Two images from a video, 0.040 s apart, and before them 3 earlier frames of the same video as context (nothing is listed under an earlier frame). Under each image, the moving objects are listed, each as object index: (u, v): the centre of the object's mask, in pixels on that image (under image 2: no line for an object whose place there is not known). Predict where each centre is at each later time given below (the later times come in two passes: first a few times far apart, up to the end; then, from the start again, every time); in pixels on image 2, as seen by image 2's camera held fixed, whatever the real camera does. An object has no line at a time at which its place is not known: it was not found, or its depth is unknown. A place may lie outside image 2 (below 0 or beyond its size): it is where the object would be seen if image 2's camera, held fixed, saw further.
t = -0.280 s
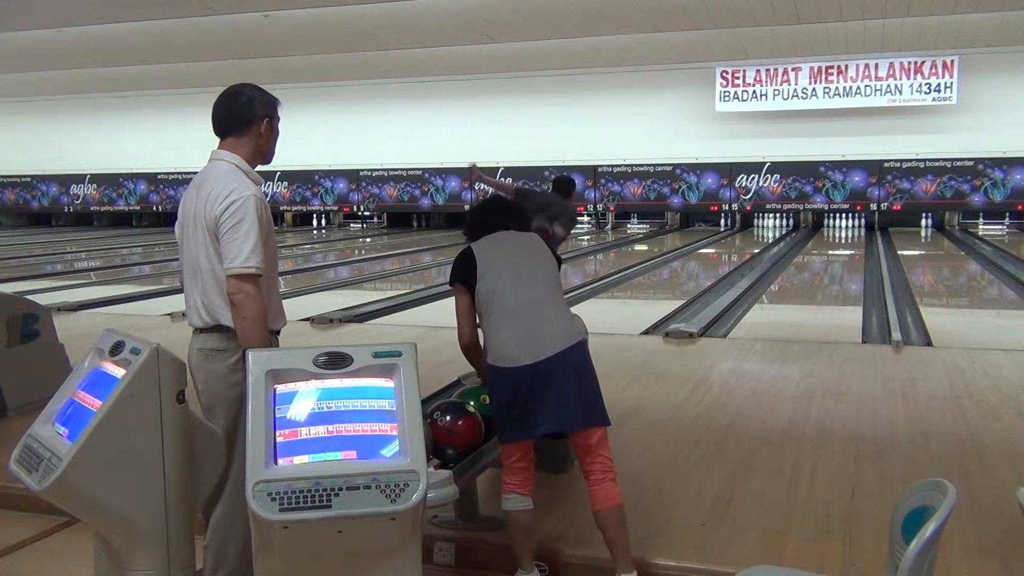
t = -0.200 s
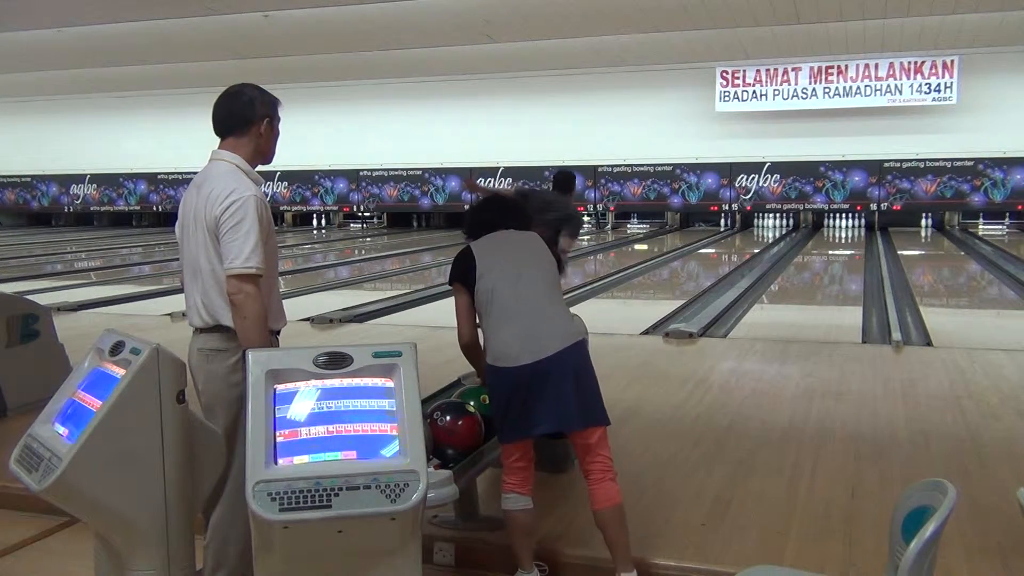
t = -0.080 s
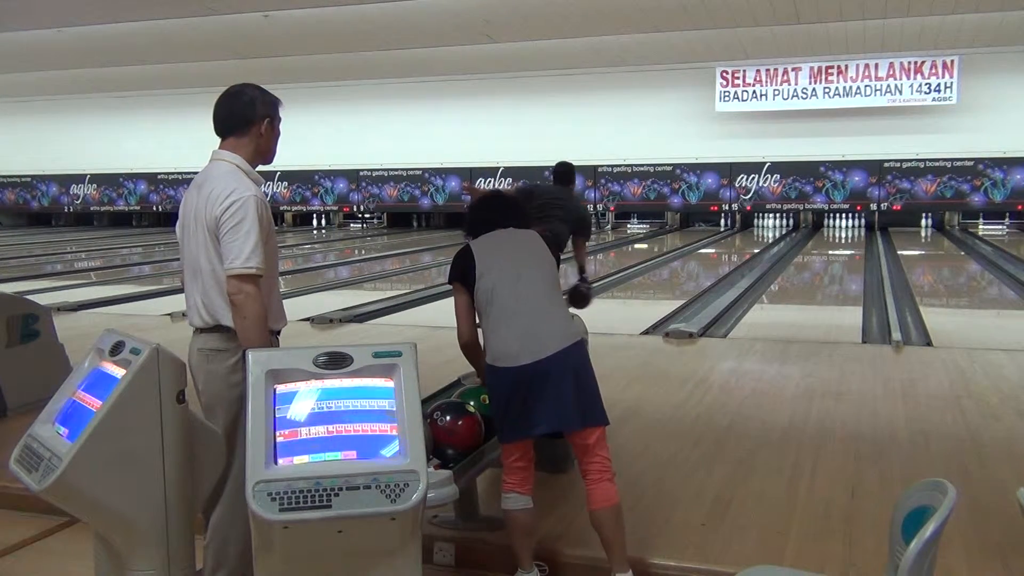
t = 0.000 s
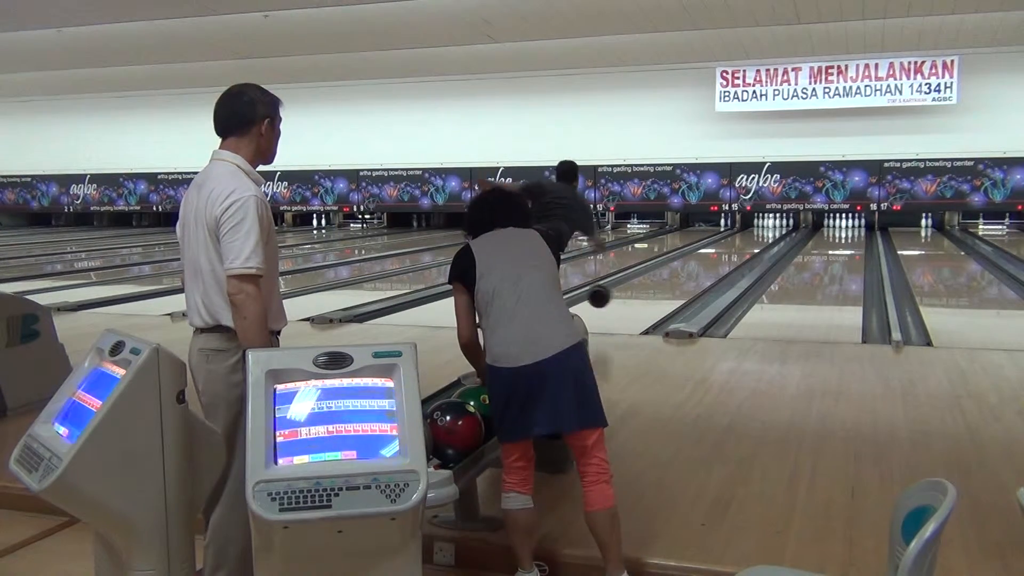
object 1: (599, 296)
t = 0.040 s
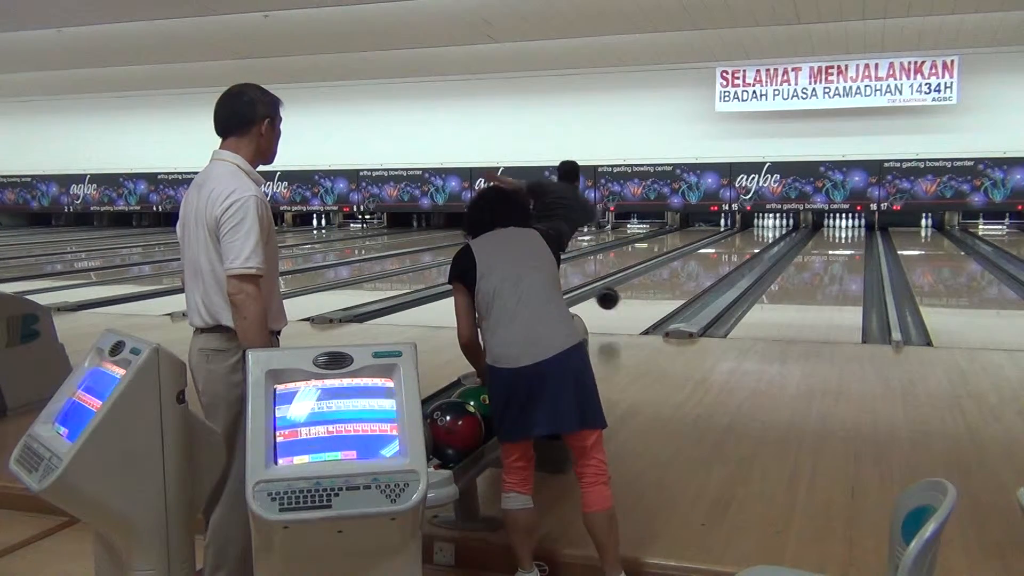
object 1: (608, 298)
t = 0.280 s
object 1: (650, 292)
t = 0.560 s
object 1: (684, 274)
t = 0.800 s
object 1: (706, 263)
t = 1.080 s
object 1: (725, 252)
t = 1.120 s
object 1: (727, 251)
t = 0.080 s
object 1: (615, 301)
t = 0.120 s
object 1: (624, 306)
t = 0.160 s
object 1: (631, 300)
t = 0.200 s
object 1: (638, 296)
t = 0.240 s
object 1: (644, 293)
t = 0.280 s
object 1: (650, 292)
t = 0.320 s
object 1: (656, 289)
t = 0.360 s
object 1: (661, 286)
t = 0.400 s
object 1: (666, 284)
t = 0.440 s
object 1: (671, 281)
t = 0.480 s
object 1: (676, 279)
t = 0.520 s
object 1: (680, 276)
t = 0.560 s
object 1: (684, 274)
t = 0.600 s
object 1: (688, 272)
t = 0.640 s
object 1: (692, 270)
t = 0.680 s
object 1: (696, 268)
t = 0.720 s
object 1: (699, 266)
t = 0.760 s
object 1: (703, 264)
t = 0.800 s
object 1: (706, 263)
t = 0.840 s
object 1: (709, 261)
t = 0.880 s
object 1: (712, 260)
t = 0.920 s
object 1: (715, 258)
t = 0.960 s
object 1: (717, 256)
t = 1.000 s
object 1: (720, 255)
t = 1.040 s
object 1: (722, 253)
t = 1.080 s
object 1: (725, 252)
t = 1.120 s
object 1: (727, 251)
